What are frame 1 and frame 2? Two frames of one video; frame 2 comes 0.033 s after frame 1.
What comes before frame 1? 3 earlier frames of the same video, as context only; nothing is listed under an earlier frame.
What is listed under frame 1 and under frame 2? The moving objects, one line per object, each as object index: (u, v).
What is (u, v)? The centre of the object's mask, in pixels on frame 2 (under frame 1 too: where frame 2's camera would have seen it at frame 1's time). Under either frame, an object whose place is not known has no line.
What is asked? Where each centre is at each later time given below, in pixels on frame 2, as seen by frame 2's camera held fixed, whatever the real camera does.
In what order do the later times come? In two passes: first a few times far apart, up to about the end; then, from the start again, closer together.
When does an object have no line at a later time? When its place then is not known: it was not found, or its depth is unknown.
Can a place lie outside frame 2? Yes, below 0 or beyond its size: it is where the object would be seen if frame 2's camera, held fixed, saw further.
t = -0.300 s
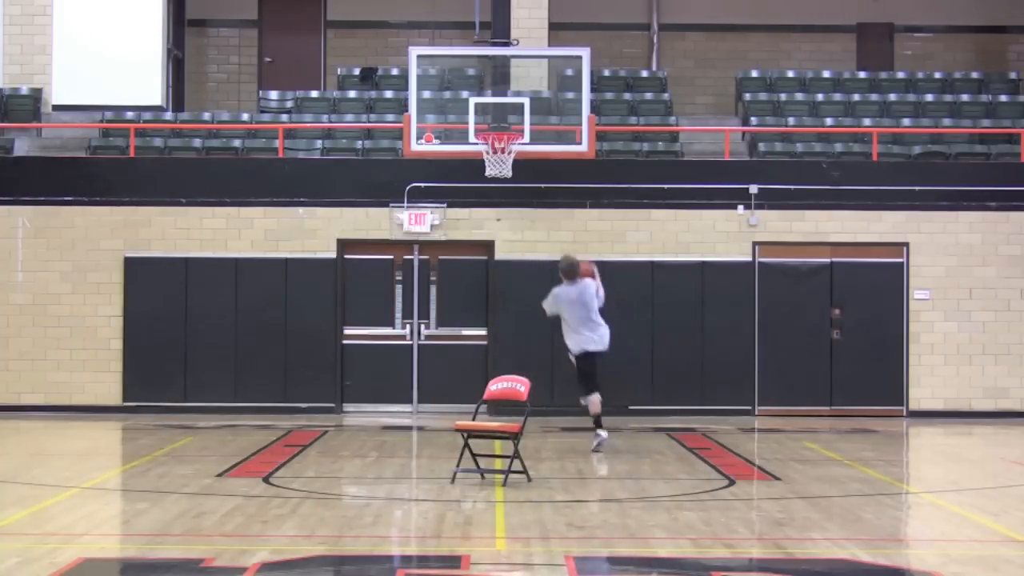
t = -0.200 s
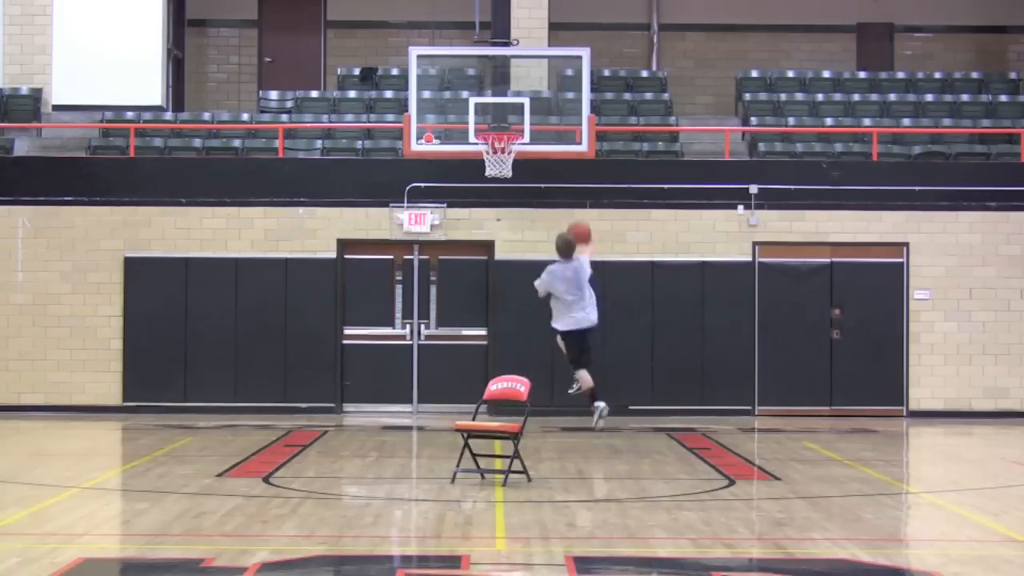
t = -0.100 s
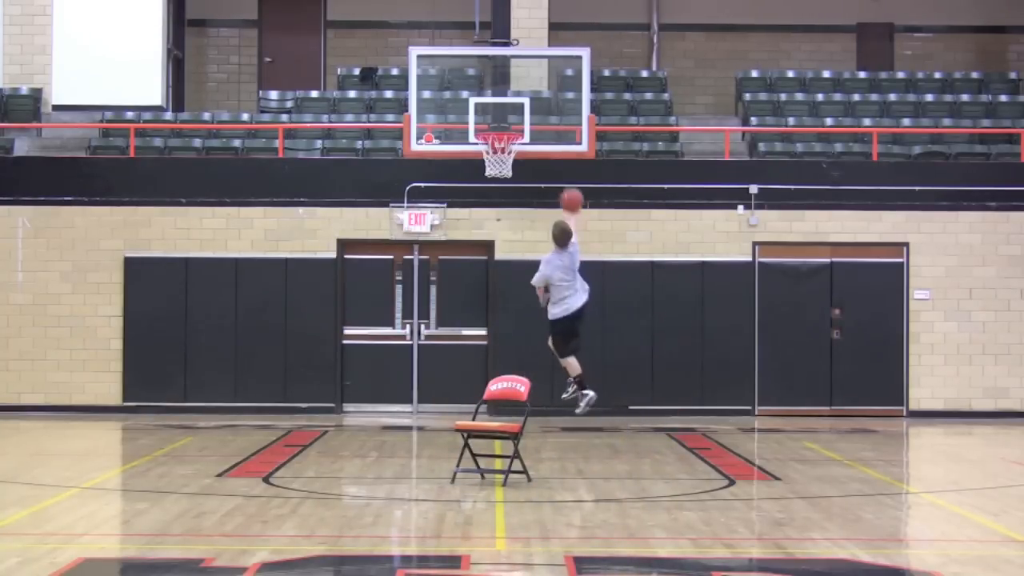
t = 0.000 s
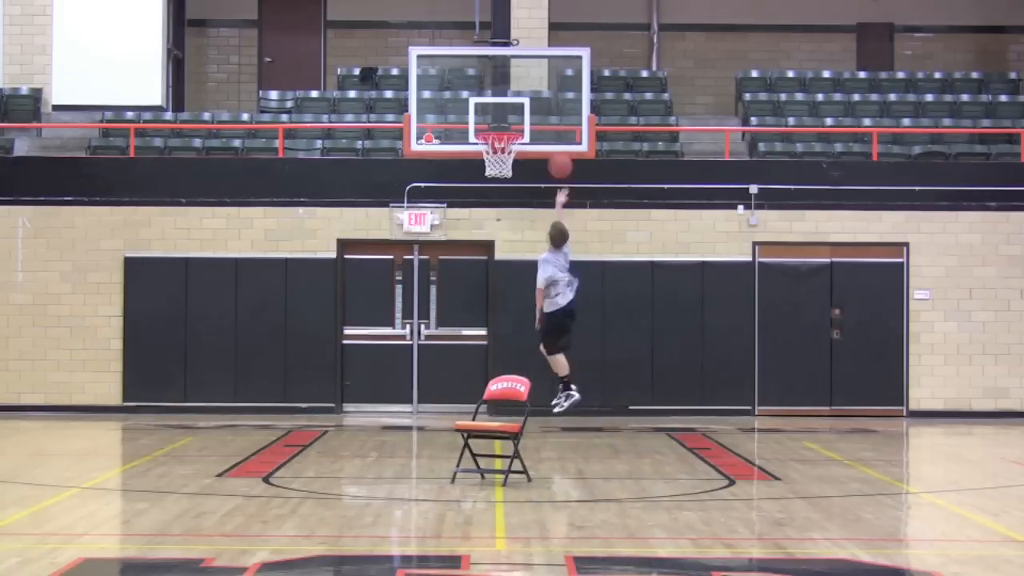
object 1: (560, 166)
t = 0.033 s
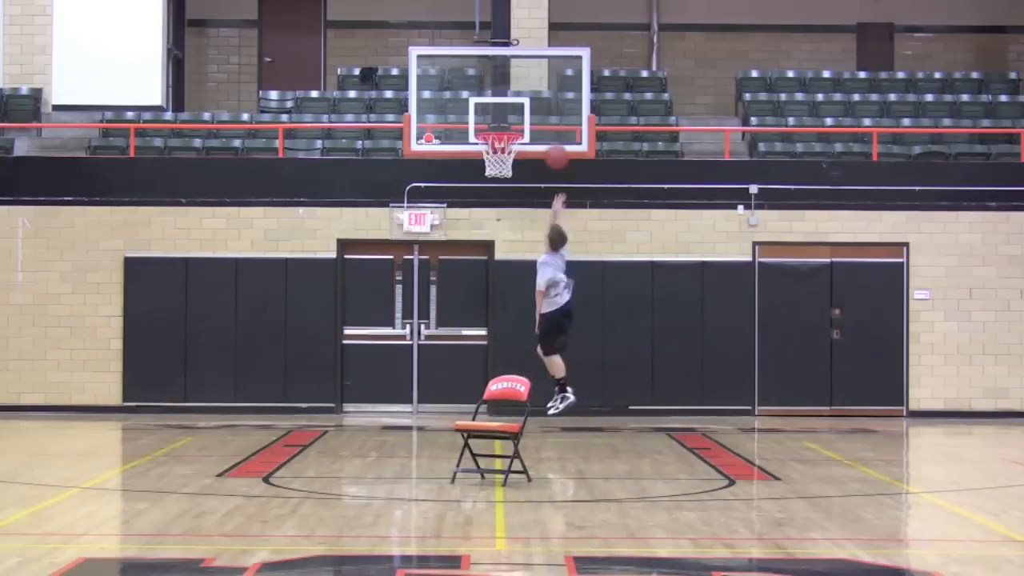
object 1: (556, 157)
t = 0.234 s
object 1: (535, 121)
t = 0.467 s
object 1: (512, 123)
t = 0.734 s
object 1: (488, 171)
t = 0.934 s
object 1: (493, 186)
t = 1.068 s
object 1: (497, 220)
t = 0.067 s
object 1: (552, 148)
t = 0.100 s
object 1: (548, 140)
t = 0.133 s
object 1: (546, 134)
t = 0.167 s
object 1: (541, 129)
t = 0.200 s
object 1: (538, 125)
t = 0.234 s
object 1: (535, 121)
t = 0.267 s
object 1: (532, 119)
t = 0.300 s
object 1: (528, 116)
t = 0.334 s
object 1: (525, 116)
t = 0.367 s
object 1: (522, 116)
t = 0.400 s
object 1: (518, 118)
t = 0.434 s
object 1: (515, 120)
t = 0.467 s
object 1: (512, 123)
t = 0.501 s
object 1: (510, 125)
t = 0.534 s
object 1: (505, 127)
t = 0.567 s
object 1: (502, 129)
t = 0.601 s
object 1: (498, 144)
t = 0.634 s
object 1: (490, 149)
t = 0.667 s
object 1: (487, 151)
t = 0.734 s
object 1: (488, 171)
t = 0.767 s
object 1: (488, 172)
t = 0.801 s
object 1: (488, 172)
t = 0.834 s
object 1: (489, 175)
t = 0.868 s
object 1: (490, 177)
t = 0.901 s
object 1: (492, 181)
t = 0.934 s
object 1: (493, 186)
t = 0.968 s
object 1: (494, 193)
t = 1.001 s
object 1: (495, 201)
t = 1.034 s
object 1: (496, 210)
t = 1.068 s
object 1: (497, 220)
